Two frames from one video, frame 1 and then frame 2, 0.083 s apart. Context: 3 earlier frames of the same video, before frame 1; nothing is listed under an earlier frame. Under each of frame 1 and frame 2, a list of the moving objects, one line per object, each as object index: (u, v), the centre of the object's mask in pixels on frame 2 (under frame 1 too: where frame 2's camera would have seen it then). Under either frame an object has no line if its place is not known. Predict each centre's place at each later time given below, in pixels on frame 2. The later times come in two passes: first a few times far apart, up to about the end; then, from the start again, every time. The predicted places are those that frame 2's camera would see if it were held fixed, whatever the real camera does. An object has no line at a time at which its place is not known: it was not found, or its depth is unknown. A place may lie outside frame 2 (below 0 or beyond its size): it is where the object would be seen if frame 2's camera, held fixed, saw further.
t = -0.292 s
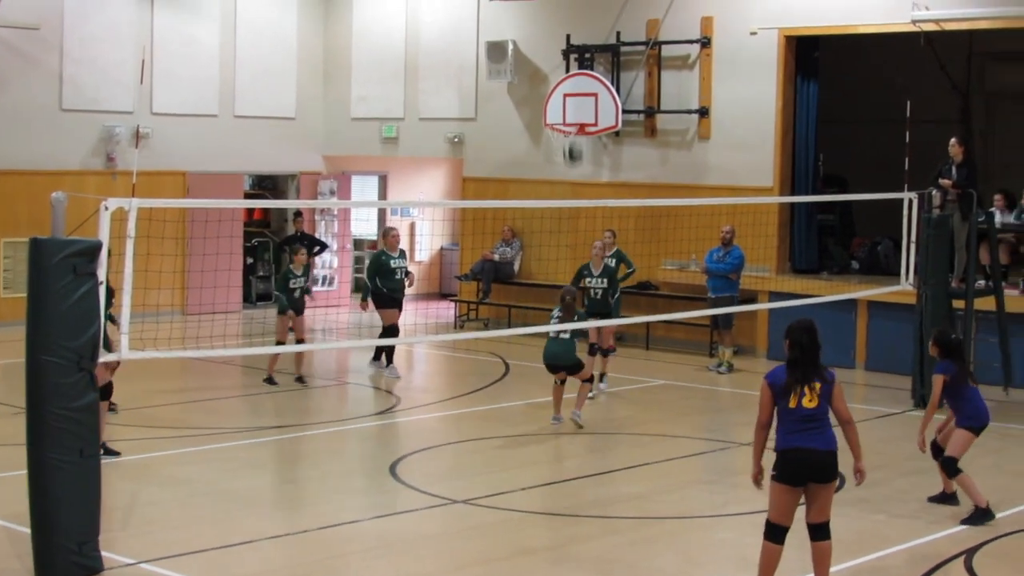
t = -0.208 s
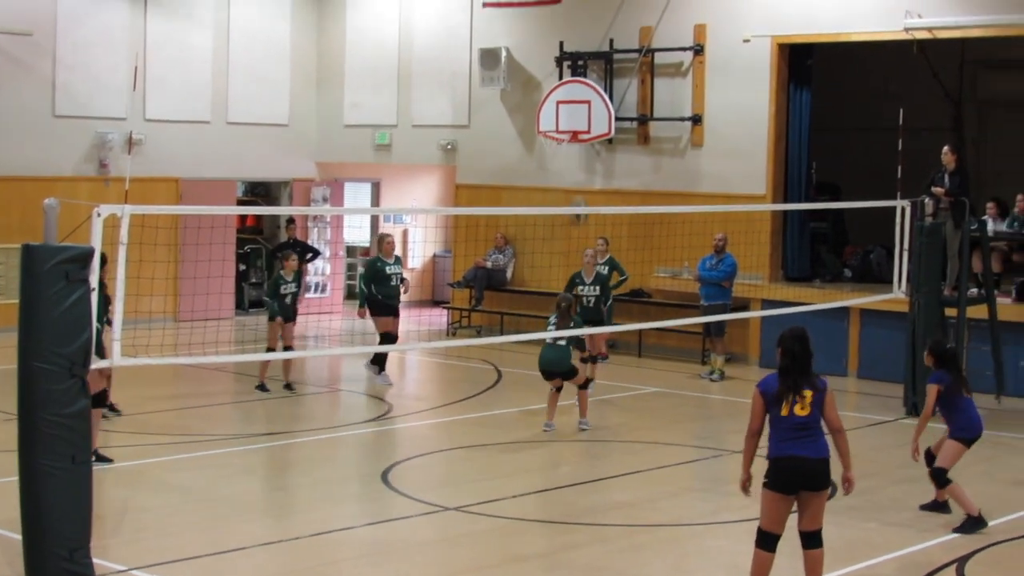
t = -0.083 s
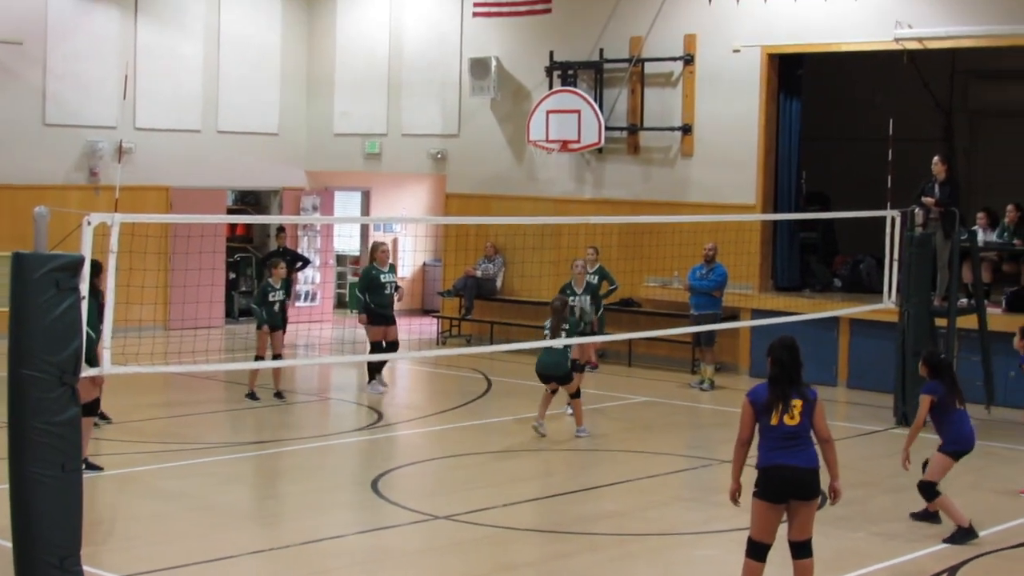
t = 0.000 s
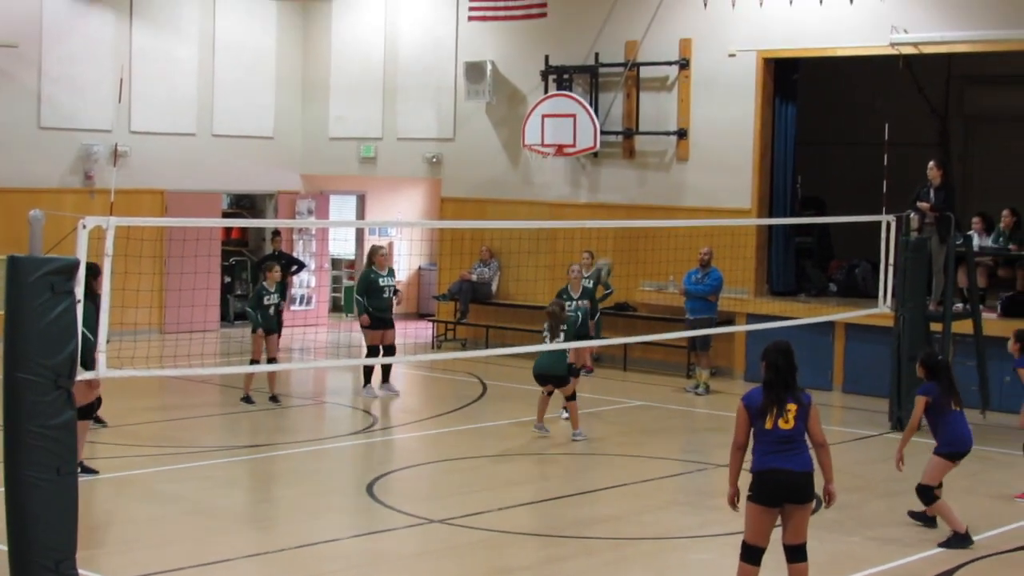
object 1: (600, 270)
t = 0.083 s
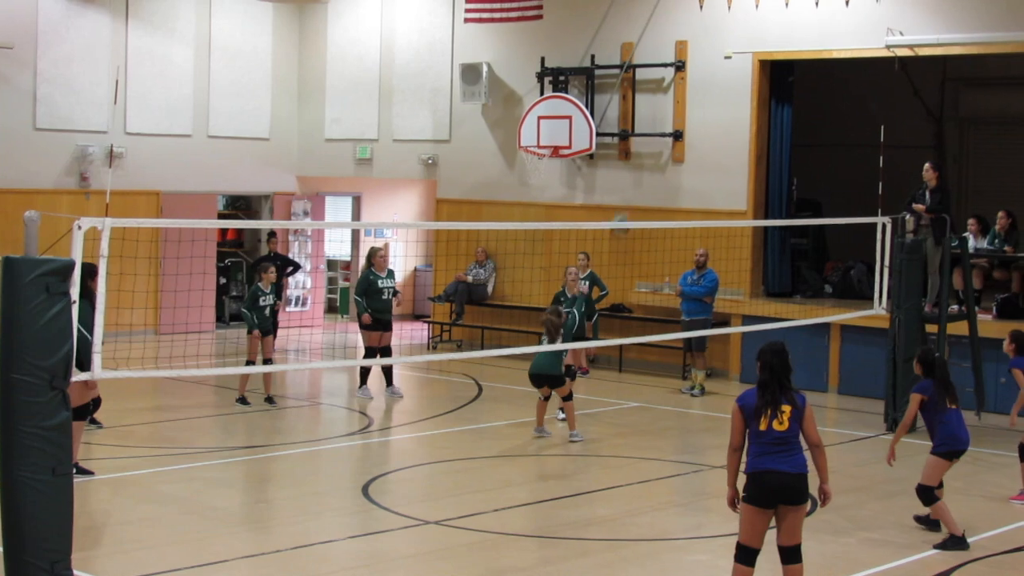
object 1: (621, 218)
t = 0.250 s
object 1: (666, 149)
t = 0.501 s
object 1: (733, 88)
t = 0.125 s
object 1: (633, 202)
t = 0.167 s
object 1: (645, 182)
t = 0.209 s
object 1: (656, 163)
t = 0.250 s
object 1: (666, 149)
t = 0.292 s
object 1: (677, 134)
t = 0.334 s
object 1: (689, 121)
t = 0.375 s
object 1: (700, 110)
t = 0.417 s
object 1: (711, 101)
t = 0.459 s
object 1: (722, 93)
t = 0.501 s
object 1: (733, 88)
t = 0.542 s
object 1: (743, 83)
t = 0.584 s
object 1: (756, 80)
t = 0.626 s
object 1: (767, 80)
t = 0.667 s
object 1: (778, 82)
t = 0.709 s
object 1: (790, 85)
